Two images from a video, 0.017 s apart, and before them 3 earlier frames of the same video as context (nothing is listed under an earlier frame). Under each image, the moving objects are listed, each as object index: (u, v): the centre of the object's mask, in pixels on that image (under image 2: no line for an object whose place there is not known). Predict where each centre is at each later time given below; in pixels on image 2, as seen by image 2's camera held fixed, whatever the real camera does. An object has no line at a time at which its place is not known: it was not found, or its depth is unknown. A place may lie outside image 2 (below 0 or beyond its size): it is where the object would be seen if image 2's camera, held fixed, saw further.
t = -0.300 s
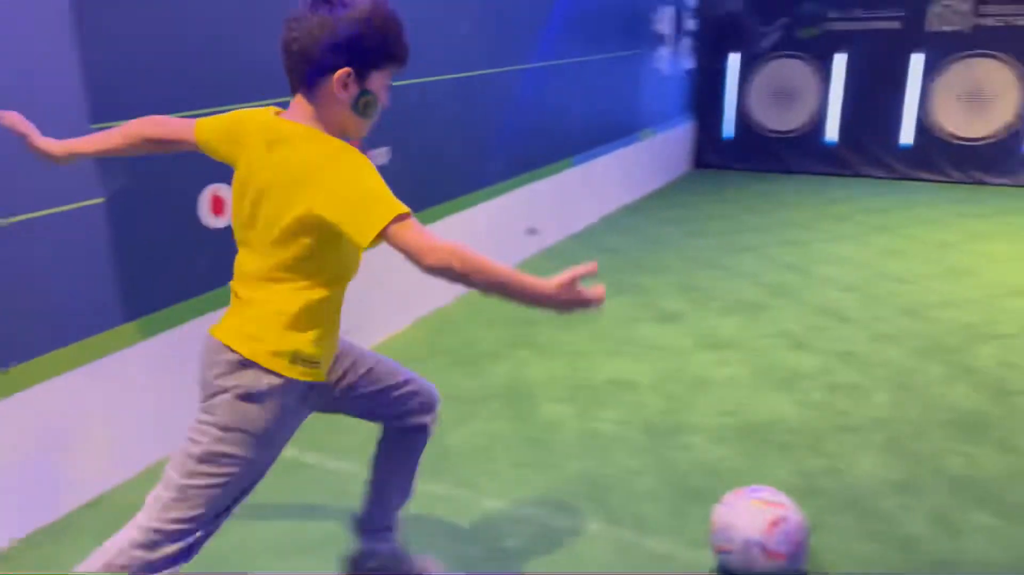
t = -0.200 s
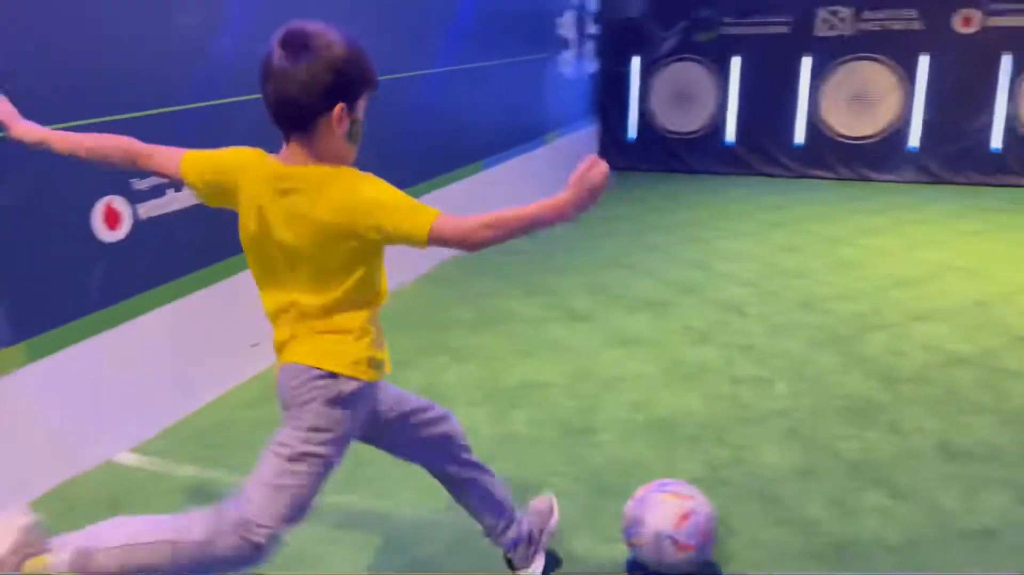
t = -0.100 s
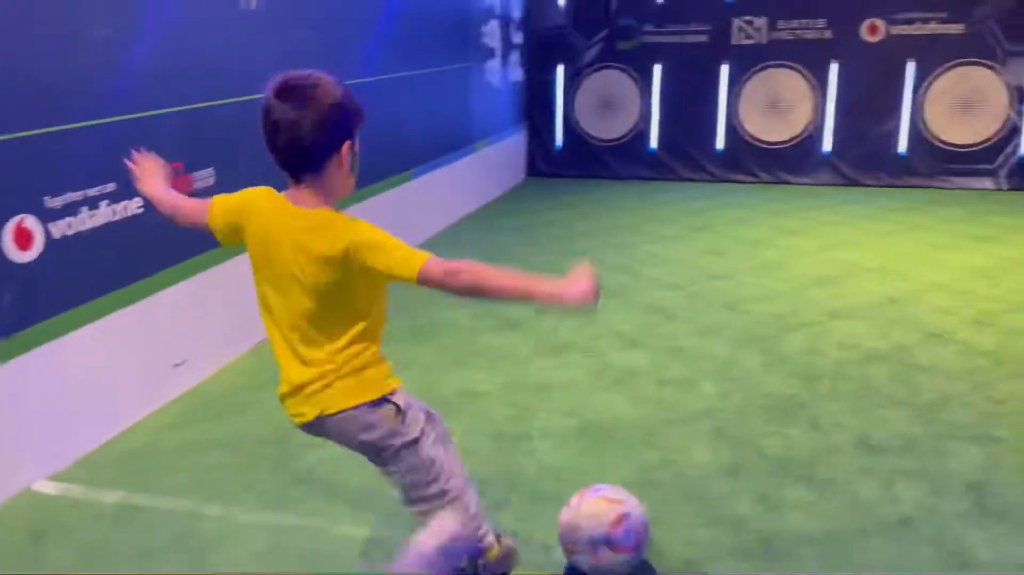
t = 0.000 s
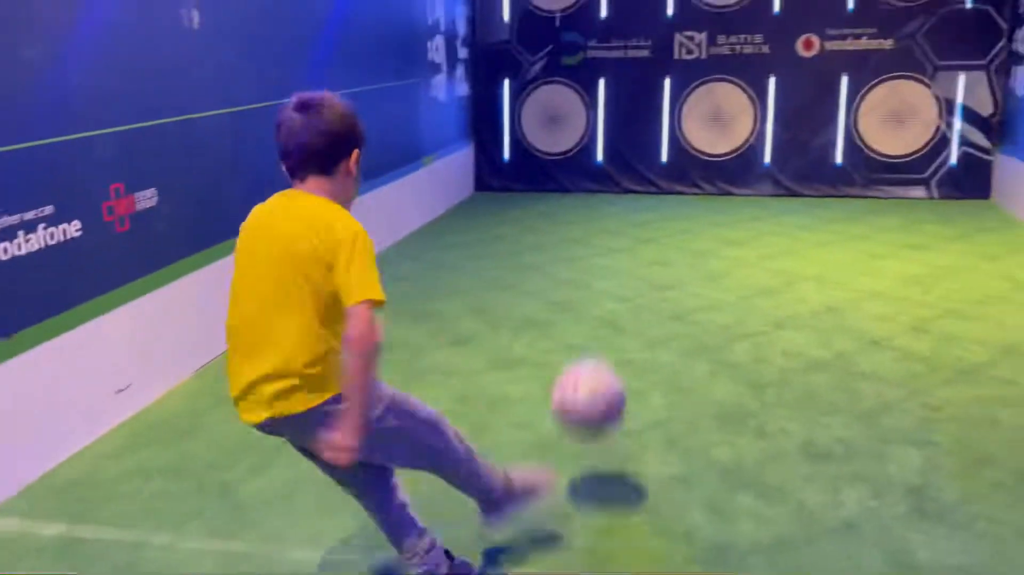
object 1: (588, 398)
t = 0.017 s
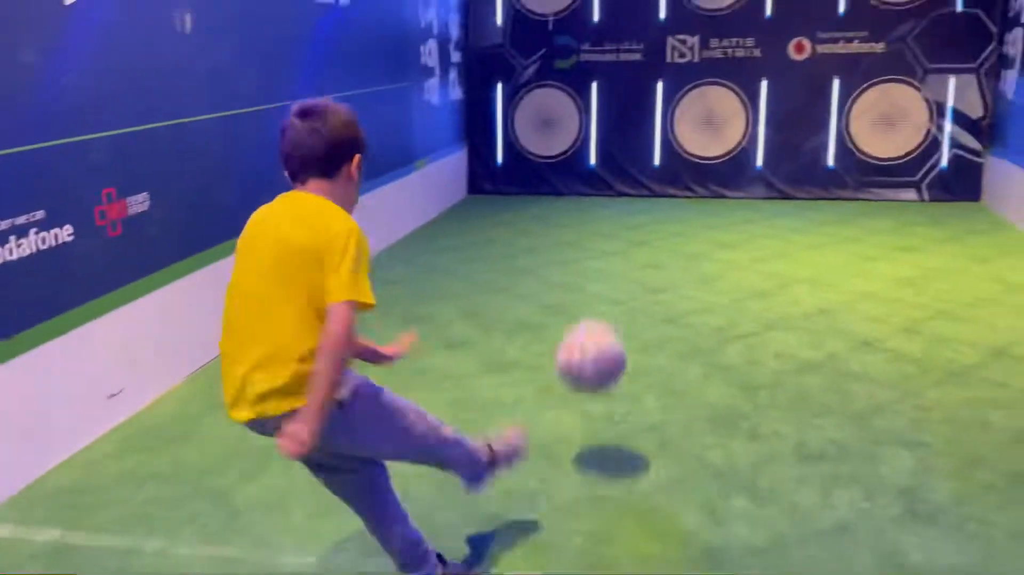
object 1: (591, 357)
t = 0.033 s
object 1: (599, 319)
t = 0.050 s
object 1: (606, 287)
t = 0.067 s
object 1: (612, 259)
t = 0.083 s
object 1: (617, 234)
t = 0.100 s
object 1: (621, 213)
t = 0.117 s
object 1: (625, 193)
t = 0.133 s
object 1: (630, 177)
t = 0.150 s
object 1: (633, 168)
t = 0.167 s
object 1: (637, 151)
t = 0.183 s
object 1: (639, 139)
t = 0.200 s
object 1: (642, 129)
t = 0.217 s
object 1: (643, 120)
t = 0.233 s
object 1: (646, 112)
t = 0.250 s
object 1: (648, 105)
